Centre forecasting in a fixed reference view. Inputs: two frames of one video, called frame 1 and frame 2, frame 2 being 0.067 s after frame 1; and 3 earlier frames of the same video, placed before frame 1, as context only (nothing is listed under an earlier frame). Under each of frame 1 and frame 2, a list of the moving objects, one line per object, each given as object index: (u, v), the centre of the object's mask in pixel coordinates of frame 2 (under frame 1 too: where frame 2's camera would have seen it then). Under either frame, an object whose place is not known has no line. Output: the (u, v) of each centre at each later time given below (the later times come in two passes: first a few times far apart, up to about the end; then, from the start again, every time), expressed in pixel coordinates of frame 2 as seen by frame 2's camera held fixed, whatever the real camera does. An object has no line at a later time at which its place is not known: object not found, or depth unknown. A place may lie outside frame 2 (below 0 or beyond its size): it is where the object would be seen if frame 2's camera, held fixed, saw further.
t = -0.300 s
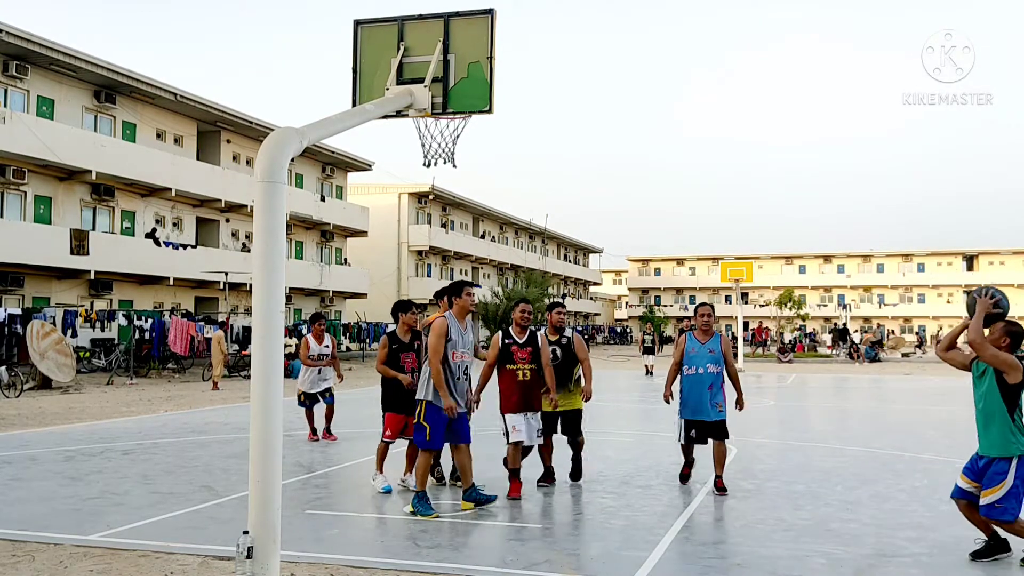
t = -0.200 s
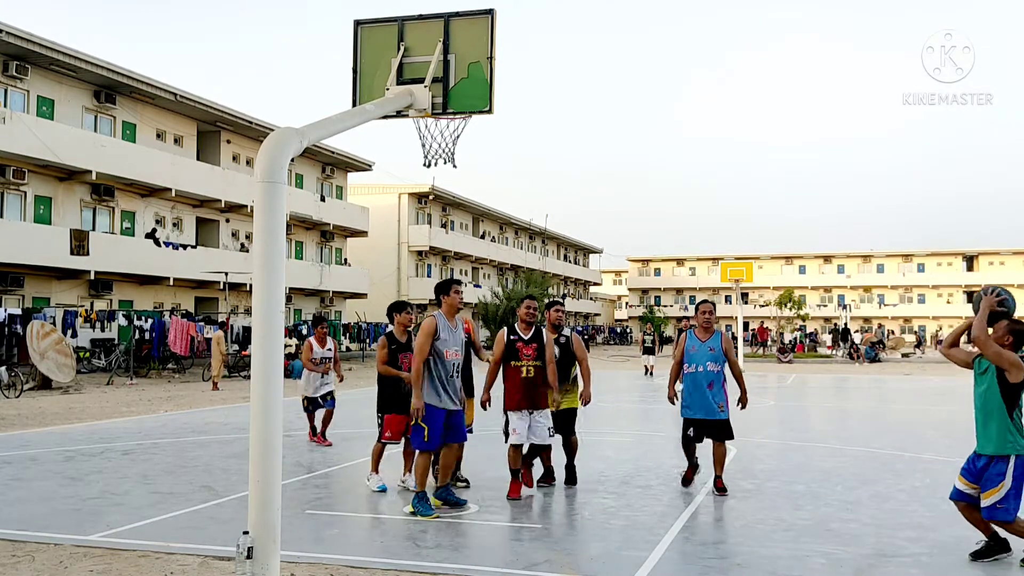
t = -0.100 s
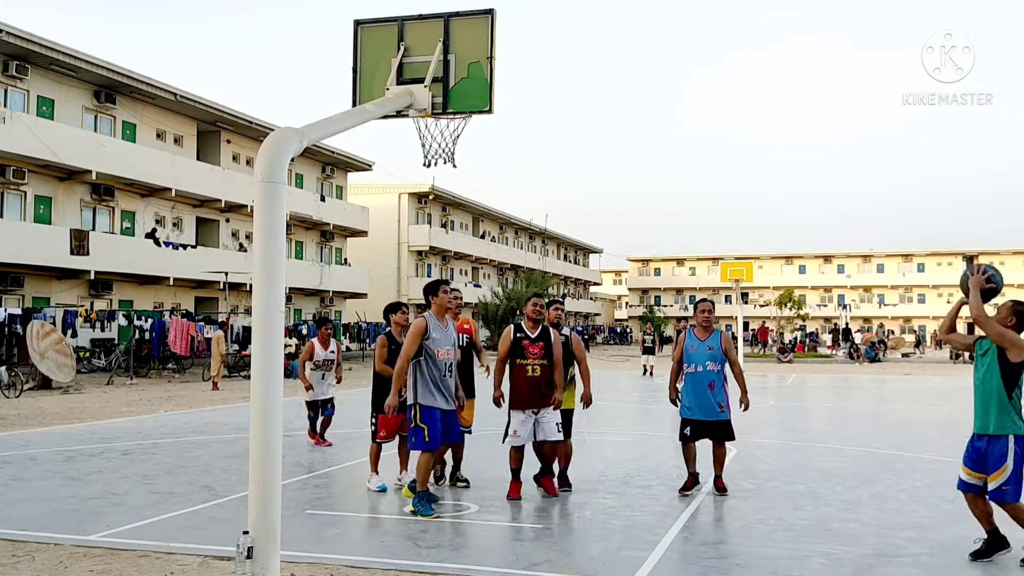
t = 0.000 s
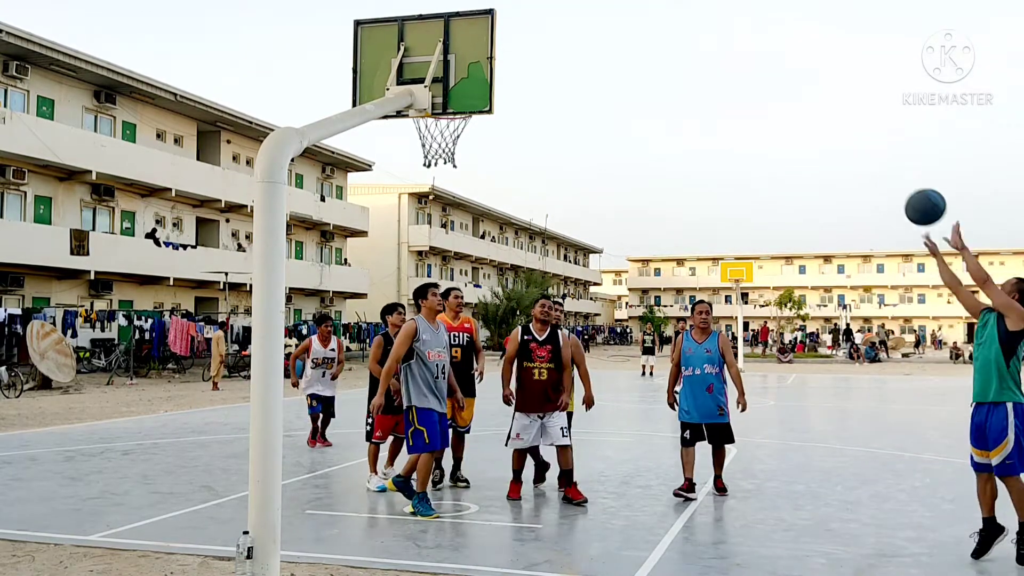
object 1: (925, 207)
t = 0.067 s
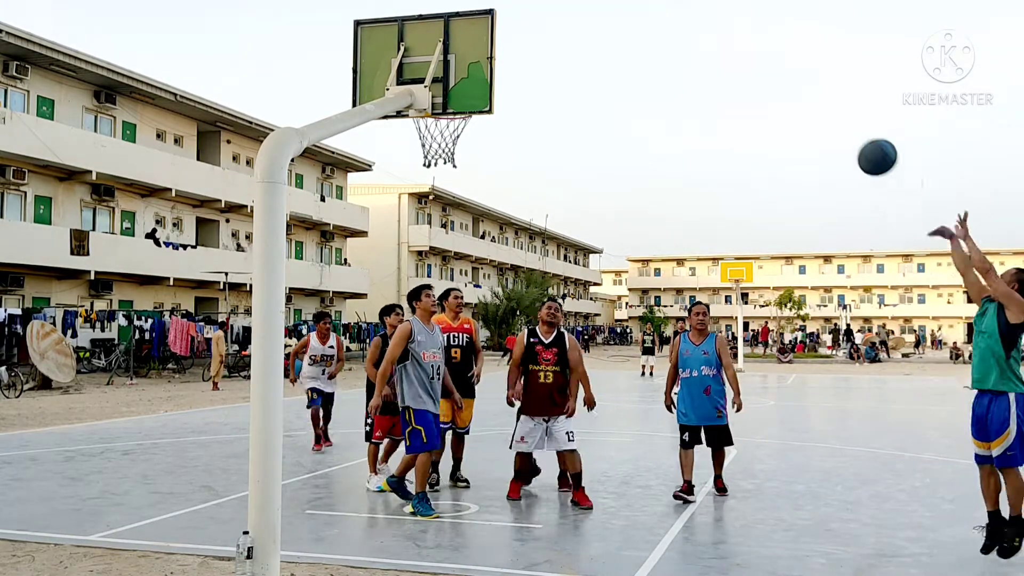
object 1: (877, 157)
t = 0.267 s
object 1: (747, 56)
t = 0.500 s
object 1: (614, 19)
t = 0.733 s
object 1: (504, 53)
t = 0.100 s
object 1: (854, 135)
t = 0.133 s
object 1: (832, 115)
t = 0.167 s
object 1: (810, 98)
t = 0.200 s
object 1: (788, 82)
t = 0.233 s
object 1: (767, 68)
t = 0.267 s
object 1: (747, 56)
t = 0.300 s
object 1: (727, 46)
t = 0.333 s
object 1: (707, 38)
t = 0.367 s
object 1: (688, 31)
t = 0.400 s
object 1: (669, 25)
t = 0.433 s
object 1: (650, 22)
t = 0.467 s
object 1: (632, 19)
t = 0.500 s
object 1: (614, 19)
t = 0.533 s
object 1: (597, 20)
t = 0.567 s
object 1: (579, 22)
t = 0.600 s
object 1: (563, 25)
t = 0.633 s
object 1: (546, 30)
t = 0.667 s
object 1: (530, 36)
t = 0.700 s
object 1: (514, 44)
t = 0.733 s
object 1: (504, 53)
